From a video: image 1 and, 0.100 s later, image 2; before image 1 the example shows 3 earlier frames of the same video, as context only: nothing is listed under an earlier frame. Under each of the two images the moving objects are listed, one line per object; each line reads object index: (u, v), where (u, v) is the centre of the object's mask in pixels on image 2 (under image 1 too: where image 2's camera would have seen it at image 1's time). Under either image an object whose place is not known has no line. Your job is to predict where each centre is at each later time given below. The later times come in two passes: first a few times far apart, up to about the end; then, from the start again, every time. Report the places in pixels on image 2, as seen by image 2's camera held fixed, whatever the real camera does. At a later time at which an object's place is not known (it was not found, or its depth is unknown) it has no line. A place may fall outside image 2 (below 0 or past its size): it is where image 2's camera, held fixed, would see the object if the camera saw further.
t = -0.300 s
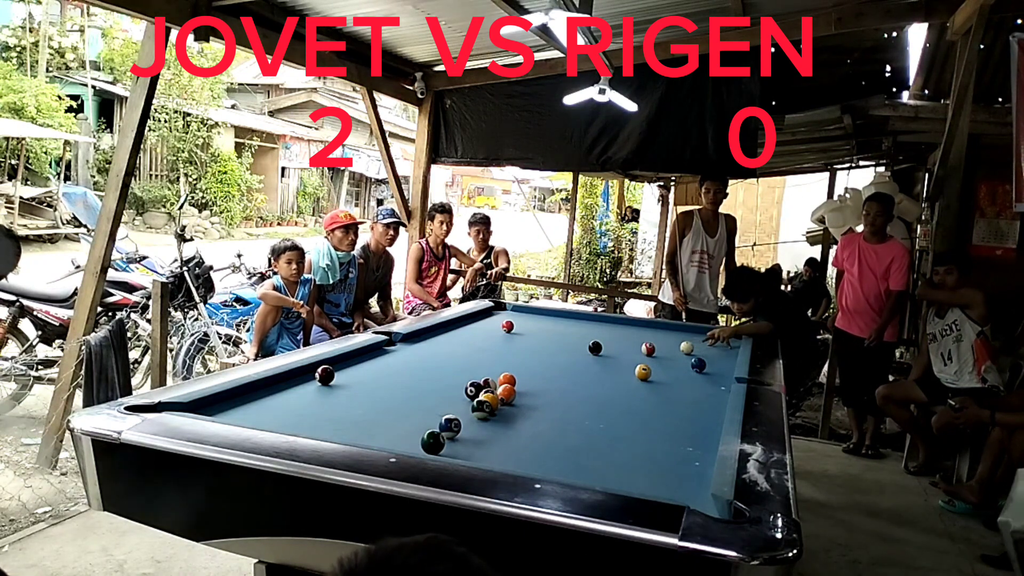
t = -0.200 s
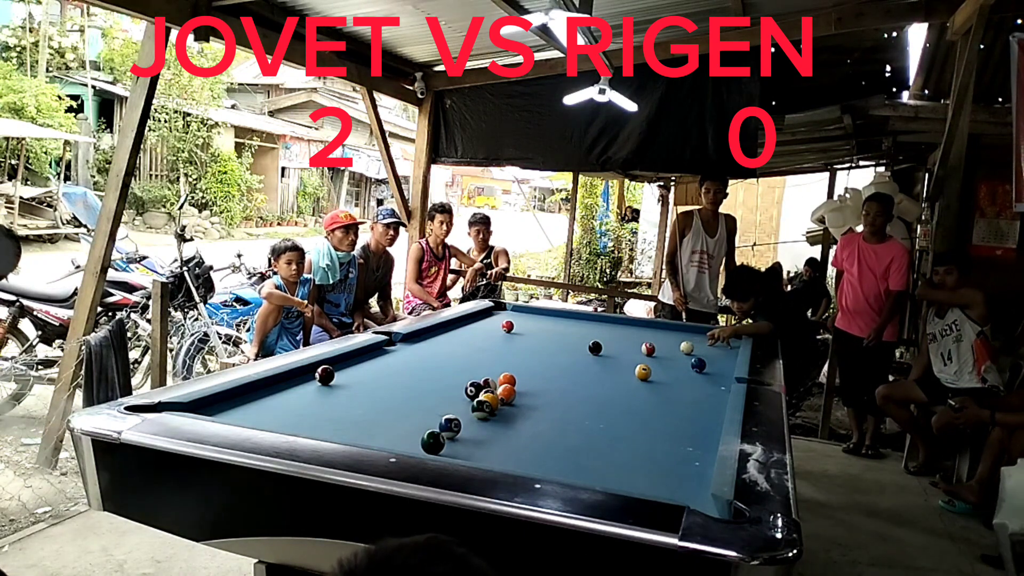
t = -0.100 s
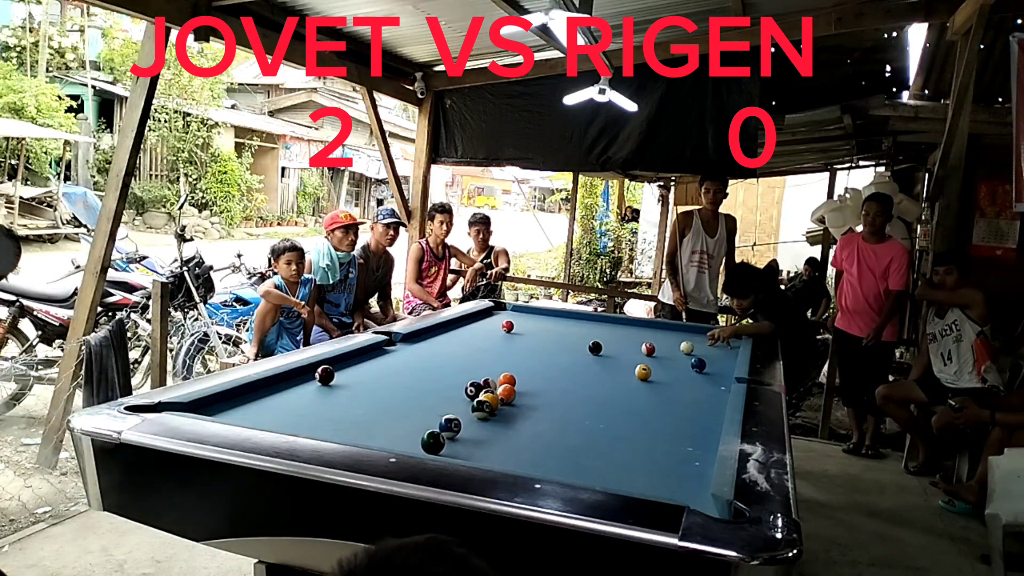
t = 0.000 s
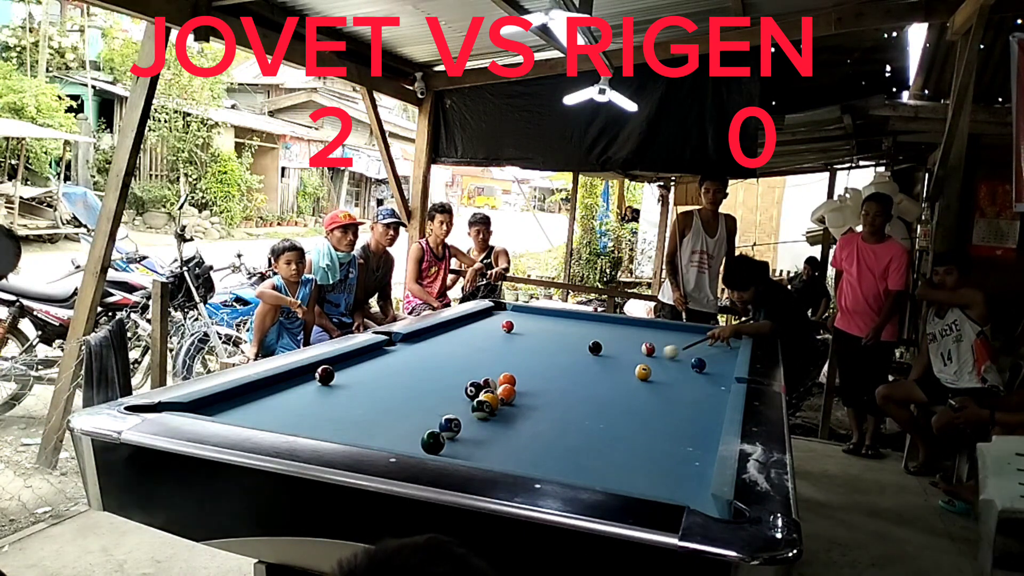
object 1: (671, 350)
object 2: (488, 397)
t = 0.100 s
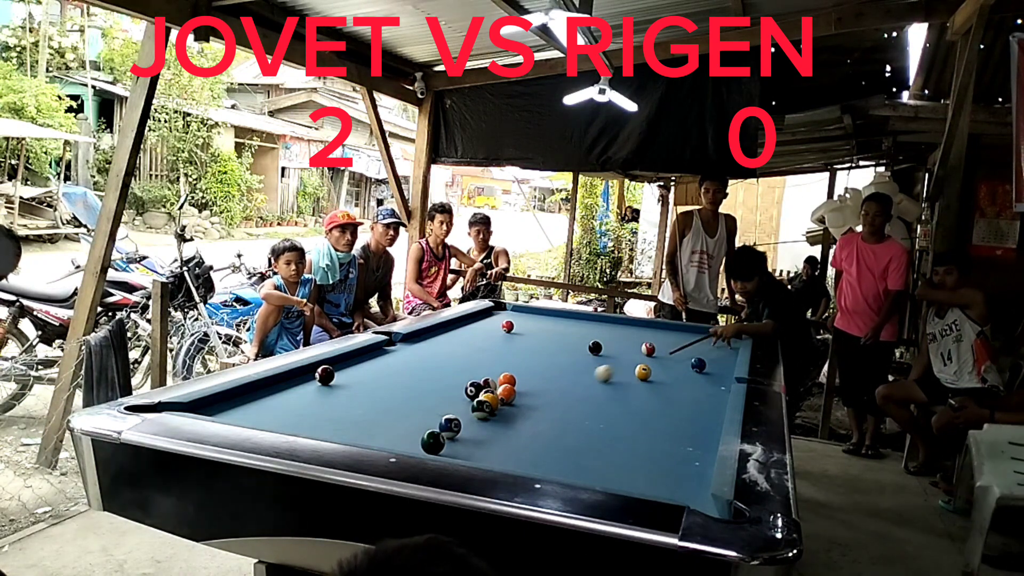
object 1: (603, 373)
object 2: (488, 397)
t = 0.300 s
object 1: (527, 445)
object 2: (391, 391)
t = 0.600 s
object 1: (683, 434)
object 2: (352, 392)
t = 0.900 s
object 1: (683, 392)
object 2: (486, 418)
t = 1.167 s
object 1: (657, 364)
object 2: (620, 445)
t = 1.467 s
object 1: (623, 346)
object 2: (653, 455)
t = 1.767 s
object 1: (583, 335)
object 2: (558, 440)
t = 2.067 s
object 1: (549, 327)
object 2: (473, 427)
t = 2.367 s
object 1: (519, 319)
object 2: (394, 416)
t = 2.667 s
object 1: (492, 313)
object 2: (341, 406)
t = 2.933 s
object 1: (498, 312)
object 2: (327, 399)
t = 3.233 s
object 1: (514, 313)
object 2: (313, 391)
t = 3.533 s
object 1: (529, 314)
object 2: (301, 385)
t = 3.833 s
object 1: (542, 315)
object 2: (290, 379)
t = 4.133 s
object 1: (554, 316)
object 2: (295, 377)
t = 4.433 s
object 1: (565, 317)
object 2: (306, 377)
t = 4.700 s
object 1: (573, 317)
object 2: (312, 377)
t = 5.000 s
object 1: (581, 318)
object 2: (314, 378)
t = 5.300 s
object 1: (587, 318)
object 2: (314, 379)
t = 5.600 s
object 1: (592, 319)
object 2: (314, 379)
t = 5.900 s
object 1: (595, 319)
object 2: (314, 378)
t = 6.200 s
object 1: (597, 319)
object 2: (314, 379)
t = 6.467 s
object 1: (598, 319)
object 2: (314, 379)
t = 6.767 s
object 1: (598, 319)
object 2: (314, 379)
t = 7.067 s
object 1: (598, 319)
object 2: (314, 379)
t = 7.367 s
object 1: (598, 319)
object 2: (314, 379)
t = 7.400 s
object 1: (598, 319)
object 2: (314, 379)
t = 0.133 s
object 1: (577, 381)
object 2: (488, 397)
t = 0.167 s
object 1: (547, 390)
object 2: (488, 397)
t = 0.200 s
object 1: (514, 400)
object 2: (489, 397)
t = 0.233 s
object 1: (513, 415)
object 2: (457, 399)
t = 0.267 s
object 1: (520, 429)
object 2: (424, 395)
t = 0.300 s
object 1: (527, 445)
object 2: (391, 391)
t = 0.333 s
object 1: (534, 461)
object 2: (360, 388)
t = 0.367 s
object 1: (549, 468)
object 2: (330, 384)
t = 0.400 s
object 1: (573, 465)
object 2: (302, 380)
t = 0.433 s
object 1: (595, 458)
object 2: (283, 378)
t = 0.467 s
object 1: (615, 452)
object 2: (297, 381)
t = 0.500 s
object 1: (634, 447)
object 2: (311, 384)
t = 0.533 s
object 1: (651, 442)
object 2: (325, 386)
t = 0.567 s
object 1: (667, 438)
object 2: (338, 389)
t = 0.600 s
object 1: (683, 434)
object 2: (352, 392)
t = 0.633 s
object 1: (697, 429)
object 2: (367, 395)
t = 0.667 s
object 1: (711, 425)
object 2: (381, 397)
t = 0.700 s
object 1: (710, 420)
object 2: (395, 400)
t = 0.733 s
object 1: (704, 415)
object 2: (410, 403)
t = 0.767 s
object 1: (699, 410)
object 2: (425, 406)
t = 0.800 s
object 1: (695, 405)
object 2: (439, 409)
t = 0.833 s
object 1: (691, 400)
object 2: (455, 412)
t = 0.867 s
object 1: (687, 396)
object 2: (470, 414)
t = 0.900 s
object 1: (683, 392)
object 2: (486, 418)
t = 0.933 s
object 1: (679, 388)
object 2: (502, 421)
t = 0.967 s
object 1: (676, 384)
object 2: (517, 424)
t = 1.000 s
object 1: (672, 380)
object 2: (534, 428)
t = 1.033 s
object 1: (669, 377)
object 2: (551, 431)
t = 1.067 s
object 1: (666, 373)
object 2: (568, 435)
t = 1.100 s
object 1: (663, 370)
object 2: (585, 438)
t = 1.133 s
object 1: (660, 367)
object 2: (603, 441)
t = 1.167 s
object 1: (657, 364)
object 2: (620, 445)
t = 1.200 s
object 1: (655, 361)
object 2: (639, 449)
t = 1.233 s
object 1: (652, 359)
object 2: (657, 453)
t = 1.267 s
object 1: (649, 356)
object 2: (676, 457)
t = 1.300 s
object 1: (647, 354)
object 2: (695, 460)
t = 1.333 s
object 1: (644, 351)
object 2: (699, 461)
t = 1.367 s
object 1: (639, 349)
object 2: (686, 460)
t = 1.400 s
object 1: (634, 348)
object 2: (675, 458)
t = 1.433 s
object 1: (628, 347)
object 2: (664, 456)
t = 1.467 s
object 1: (623, 346)
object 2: (653, 455)
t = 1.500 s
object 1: (619, 344)
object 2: (642, 453)
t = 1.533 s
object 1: (614, 343)
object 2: (631, 451)
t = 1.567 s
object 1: (610, 342)
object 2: (620, 449)
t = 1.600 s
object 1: (606, 341)
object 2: (610, 448)
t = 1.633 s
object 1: (601, 339)
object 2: (599, 446)
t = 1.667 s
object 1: (596, 337)
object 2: (589, 445)
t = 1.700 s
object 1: (592, 336)
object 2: (579, 443)
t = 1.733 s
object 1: (588, 336)
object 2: (568, 441)
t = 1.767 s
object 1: (583, 335)
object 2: (558, 440)
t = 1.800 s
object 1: (580, 334)
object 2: (548, 438)
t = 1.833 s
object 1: (576, 333)
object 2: (539, 437)
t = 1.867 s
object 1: (572, 332)
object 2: (529, 435)
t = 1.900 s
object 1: (568, 331)
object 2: (519, 434)
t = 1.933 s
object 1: (564, 331)
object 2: (510, 433)
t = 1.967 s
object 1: (560, 330)
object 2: (501, 431)
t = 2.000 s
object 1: (556, 329)
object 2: (491, 430)
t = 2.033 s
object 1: (553, 328)
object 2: (482, 428)
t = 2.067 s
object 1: (549, 327)
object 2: (473, 427)
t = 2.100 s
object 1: (545, 326)
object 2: (464, 426)
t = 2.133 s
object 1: (542, 325)
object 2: (455, 424)
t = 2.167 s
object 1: (538, 324)
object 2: (446, 423)
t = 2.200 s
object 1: (535, 323)
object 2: (437, 422)
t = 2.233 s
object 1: (532, 322)
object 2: (429, 421)
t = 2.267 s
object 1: (528, 321)
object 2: (420, 419)
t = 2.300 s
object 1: (525, 321)
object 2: (411, 418)
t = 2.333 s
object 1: (522, 320)
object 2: (402, 417)
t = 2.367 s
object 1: (519, 319)
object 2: (394, 416)
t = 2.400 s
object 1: (516, 318)
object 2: (386, 415)
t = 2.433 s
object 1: (513, 317)
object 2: (377, 413)
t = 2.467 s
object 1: (510, 316)
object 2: (369, 412)
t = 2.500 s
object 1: (507, 316)
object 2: (361, 411)
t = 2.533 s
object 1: (503, 315)
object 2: (353, 410)
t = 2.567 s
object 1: (500, 315)
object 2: (346, 409)
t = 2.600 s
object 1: (498, 314)
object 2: (345, 408)
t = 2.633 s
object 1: (495, 313)
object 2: (343, 407)
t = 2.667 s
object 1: (492, 313)
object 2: (341, 406)
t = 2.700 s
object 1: (489, 312)
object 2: (339, 405)
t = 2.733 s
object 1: (487, 311)
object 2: (338, 404)
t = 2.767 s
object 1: (489, 311)
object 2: (336, 403)
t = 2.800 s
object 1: (490, 311)
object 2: (334, 402)
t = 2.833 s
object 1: (492, 312)
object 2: (332, 401)
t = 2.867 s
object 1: (494, 312)
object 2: (330, 400)
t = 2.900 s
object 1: (496, 312)
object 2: (329, 399)
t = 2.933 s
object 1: (498, 312)
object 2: (327, 399)
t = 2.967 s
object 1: (500, 312)
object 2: (325, 398)
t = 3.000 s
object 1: (502, 312)
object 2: (324, 397)
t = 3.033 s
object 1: (503, 312)
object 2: (322, 396)
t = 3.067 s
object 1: (505, 312)
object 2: (321, 395)
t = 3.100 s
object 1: (507, 313)
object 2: (319, 394)
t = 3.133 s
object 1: (509, 313)
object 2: (317, 394)
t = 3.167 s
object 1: (511, 313)
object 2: (316, 393)
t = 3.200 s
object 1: (513, 313)
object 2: (314, 392)
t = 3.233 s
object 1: (514, 313)
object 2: (313, 391)
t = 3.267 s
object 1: (516, 313)
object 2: (312, 390)
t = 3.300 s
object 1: (518, 313)
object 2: (310, 389)
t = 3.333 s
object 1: (519, 313)
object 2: (309, 389)
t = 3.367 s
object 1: (521, 314)
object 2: (307, 388)
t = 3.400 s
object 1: (523, 314)
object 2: (306, 388)
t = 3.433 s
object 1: (524, 314)
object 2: (304, 387)
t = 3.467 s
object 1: (526, 314)
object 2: (303, 386)
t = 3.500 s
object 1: (527, 314)
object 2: (302, 386)
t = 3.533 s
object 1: (529, 314)
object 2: (301, 385)
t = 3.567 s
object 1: (530, 314)
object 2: (299, 384)
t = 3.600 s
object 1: (532, 314)
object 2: (298, 383)
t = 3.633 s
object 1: (534, 314)
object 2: (297, 383)
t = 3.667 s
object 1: (535, 314)
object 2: (296, 382)
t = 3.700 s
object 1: (536, 315)
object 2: (294, 382)
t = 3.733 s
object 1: (538, 315)
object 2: (293, 381)
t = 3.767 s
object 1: (539, 315)
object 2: (292, 380)
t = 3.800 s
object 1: (541, 315)
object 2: (291, 380)
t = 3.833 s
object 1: (542, 315)
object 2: (290, 379)
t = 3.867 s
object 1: (544, 315)
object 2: (289, 378)
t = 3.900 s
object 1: (545, 315)
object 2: (288, 378)
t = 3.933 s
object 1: (546, 315)
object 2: (288, 377)
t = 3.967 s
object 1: (548, 315)
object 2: (288, 377)
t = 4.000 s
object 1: (549, 316)
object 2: (289, 377)
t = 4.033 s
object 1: (550, 316)
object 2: (290, 377)
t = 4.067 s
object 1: (552, 316)
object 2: (292, 377)
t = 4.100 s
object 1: (553, 316)
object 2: (293, 377)
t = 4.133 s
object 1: (554, 316)
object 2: (295, 377)
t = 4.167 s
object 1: (555, 316)
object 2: (296, 377)
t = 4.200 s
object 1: (556, 316)
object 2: (297, 377)
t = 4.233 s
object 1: (558, 316)
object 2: (298, 377)
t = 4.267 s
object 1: (559, 316)
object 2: (300, 377)
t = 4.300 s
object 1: (560, 316)
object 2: (301, 377)
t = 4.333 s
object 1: (561, 316)
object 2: (302, 377)
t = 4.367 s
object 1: (562, 317)
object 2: (304, 377)
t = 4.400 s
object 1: (564, 317)
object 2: (305, 377)
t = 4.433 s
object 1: (565, 317)
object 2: (306, 377)
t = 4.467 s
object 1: (566, 317)
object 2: (307, 377)
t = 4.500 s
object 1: (567, 317)
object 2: (308, 377)
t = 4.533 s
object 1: (568, 317)
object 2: (309, 377)
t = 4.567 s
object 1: (569, 317)
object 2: (310, 377)
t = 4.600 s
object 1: (570, 317)
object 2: (311, 377)
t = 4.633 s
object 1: (571, 317)
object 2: (311, 378)
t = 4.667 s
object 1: (572, 317)
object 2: (311, 377)
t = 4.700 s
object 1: (573, 317)
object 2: (312, 377)
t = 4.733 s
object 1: (574, 317)
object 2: (312, 378)
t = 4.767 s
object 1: (575, 317)
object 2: (312, 378)
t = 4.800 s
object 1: (576, 317)
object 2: (313, 378)
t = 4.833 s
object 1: (577, 317)
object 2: (313, 378)
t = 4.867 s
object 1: (577, 317)
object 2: (313, 378)
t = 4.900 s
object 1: (578, 318)
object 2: (314, 378)
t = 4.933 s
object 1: (579, 318)
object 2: (314, 378)
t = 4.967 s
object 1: (580, 318)
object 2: (314, 378)
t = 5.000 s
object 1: (581, 318)
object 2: (314, 378)
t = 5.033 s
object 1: (581, 318)
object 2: (314, 378)
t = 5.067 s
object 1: (582, 318)
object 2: (314, 378)
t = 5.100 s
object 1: (583, 318)
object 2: (314, 378)
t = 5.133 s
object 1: (584, 318)
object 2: (314, 378)
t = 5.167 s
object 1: (584, 318)
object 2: (314, 378)
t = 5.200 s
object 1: (585, 318)
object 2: (314, 379)
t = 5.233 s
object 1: (586, 318)
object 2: (314, 379)
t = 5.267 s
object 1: (586, 318)
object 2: (314, 379)
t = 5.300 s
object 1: (587, 318)
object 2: (314, 379)
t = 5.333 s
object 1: (587, 318)
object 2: (314, 379)
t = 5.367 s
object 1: (588, 318)
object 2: (314, 378)
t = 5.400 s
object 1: (588, 318)
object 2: (314, 379)
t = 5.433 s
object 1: (589, 318)
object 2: (314, 379)
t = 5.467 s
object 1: (590, 319)
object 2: (314, 379)
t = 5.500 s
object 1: (590, 319)
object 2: (314, 379)
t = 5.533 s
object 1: (591, 319)
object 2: (314, 379)
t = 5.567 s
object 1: (591, 319)
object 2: (314, 378)
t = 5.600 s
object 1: (592, 319)
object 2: (314, 379)
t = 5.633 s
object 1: (592, 319)
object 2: (314, 379)
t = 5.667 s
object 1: (593, 319)
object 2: (314, 379)
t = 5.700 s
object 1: (593, 319)
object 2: (314, 378)
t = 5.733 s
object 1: (594, 319)
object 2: (314, 378)
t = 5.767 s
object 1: (594, 319)
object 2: (314, 378)
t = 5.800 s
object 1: (594, 319)
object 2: (314, 378)
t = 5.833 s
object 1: (594, 319)
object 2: (314, 379)
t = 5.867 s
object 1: (595, 319)
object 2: (314, 378)
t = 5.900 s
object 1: (595, 319)
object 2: (314, 378)
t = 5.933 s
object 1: (595, 319)
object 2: (314, 379)
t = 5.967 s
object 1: (596, 319)
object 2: (314, 378)
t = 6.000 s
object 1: (596, 319)
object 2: (314, 378)
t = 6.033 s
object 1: (596, 319)
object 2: (314, 379)
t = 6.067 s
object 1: (596, 319)
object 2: (314, 379)
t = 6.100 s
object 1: (596, 319)
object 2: (314, 378)
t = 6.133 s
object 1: (596, 319)
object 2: (314, 379)
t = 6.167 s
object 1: (597, 319)
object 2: (314, 379)
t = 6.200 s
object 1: (597, 319)
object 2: (314, 379)
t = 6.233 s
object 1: (597, 319)
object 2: (314, 379)
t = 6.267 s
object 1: (597, 319)
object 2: (314, 379)
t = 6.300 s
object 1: (597, 319)
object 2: (314, 379)
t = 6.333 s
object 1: (597, 319)
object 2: (314, 379)
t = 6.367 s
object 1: (597, 319)
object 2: (314, 379)
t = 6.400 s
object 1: (597, 319)
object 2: (314, 379)
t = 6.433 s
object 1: (598, 319)
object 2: (314, 379)
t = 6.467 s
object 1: (598, 319)
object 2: (314, 379)
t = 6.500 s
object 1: (598, 319)
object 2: (314, 379)
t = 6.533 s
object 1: (598, 319)
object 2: (314, 379)
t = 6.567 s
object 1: (598, 319)
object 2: (314, 379)
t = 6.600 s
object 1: (598, 319)
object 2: (314, 379)
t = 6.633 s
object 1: (598, 319)
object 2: (314, 379)
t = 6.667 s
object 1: (598, 319)
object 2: (314, 379)
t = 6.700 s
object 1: (598, 319)
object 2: (314, 379)
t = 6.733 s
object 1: (598, 319)
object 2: (314, 379)
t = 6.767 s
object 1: (598, 319)
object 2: (314, 379)
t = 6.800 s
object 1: (598, 319)
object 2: (314, 379)
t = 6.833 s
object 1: (598, 319)
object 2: (314, 379)
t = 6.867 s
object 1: (598, 319)
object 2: (314, 378)
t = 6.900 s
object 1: (598, 319)
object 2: (314, 379)
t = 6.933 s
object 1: (598, 319)
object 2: (314, 379)
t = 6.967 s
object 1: (598, 319)
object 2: (314, 379)
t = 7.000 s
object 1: (598, 319)
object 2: (314, 379)
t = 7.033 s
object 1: (598, 319)
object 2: (314, 379)
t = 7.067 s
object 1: (598, 319)
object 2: (314, 379)
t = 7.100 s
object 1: (598, 319)
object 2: (314, 379)
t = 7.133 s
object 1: (598, 319)
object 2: (314, 379)
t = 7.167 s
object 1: (598, 319)
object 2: (314, 379)
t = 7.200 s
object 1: (598, 319)
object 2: (314, 379)
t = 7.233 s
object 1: (598, 319)
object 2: (314, 379)
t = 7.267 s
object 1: (598, 319)
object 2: (314, 379)
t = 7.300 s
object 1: (598, 319)
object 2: (314, 379)
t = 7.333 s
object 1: (598, 319)
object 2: (314, 379)
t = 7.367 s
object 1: (598, 319)
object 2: (314, 379)
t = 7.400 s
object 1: (598, 319)
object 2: (314, 379)
